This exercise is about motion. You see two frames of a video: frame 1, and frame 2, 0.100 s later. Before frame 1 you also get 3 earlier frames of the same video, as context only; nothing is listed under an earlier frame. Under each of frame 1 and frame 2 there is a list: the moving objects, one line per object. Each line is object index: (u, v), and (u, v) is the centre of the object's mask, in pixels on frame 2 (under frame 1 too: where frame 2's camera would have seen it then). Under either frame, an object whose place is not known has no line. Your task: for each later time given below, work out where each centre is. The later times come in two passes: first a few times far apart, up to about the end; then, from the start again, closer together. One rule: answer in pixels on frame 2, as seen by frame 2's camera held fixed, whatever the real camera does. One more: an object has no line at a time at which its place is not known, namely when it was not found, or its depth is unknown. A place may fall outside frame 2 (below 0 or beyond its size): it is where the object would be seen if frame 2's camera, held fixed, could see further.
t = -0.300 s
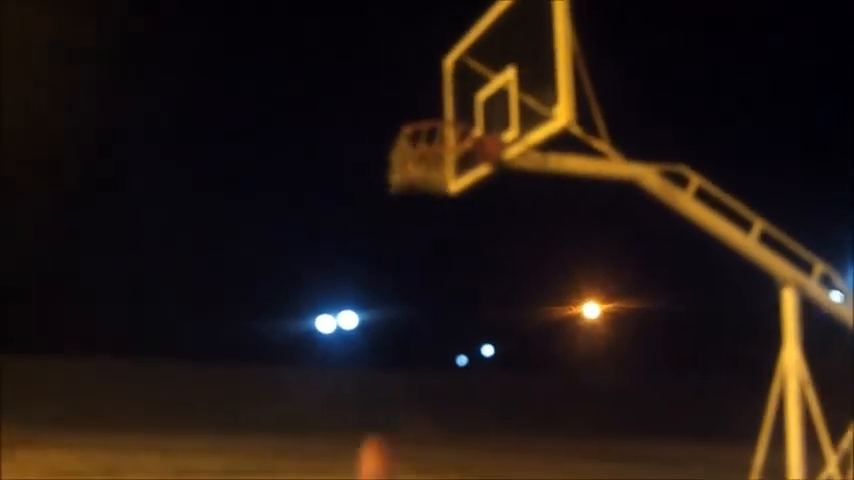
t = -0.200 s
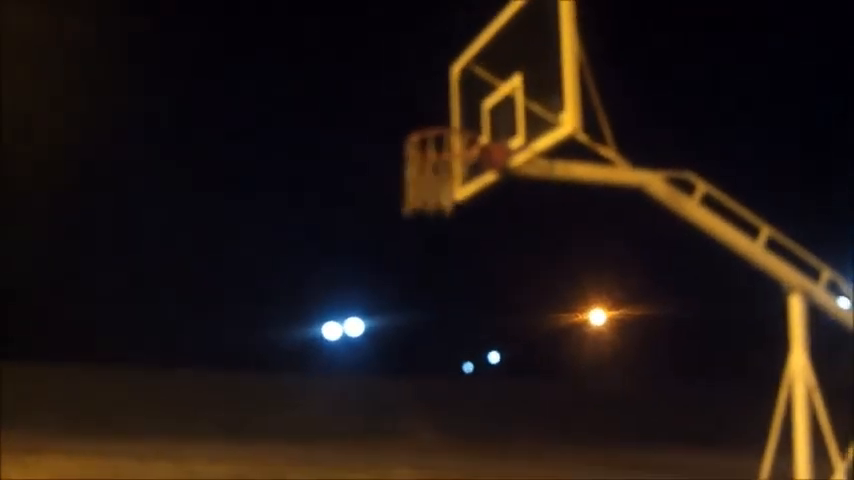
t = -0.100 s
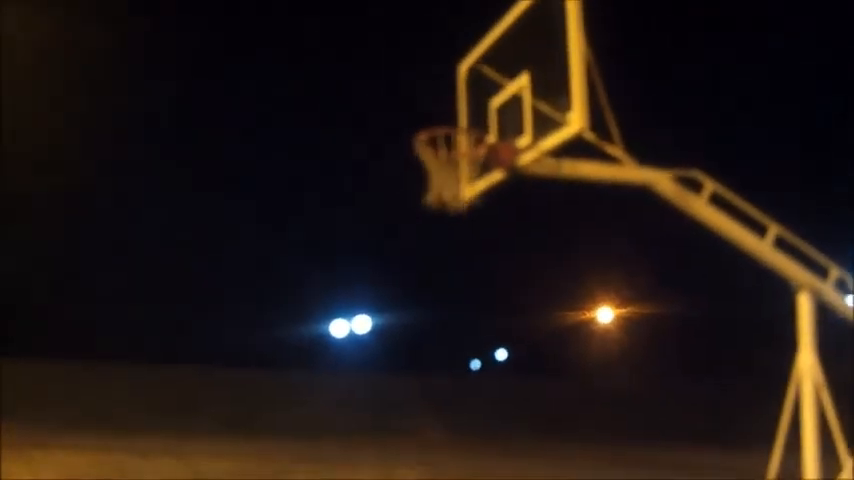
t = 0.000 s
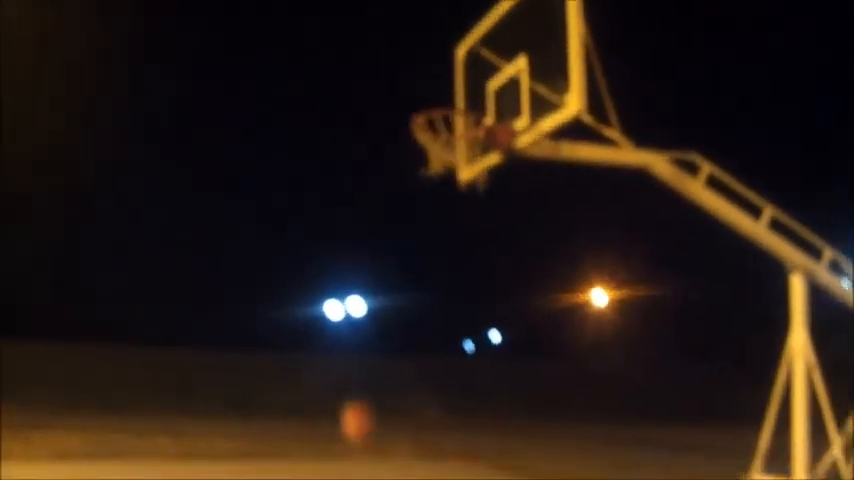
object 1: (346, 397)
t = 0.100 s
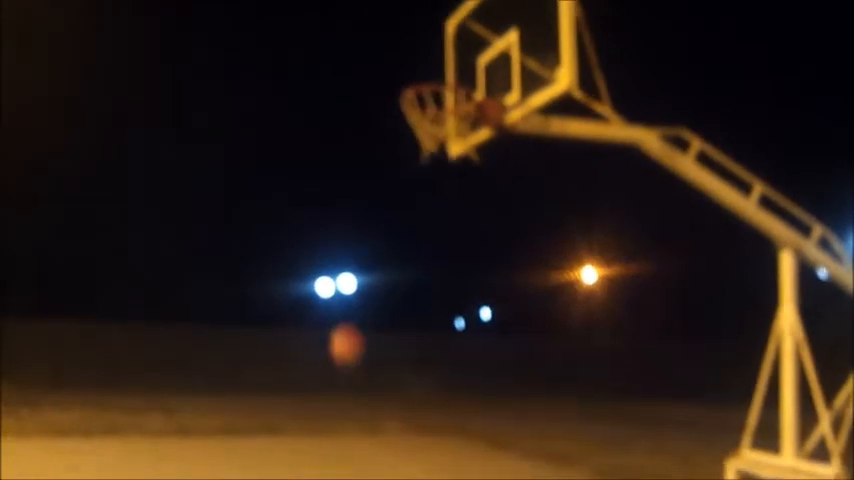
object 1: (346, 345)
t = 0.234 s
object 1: (344, 299)
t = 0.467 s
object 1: (330, 261)
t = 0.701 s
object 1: (312, 312)
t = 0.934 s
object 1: (292, 436)
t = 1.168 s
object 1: (273, 408)
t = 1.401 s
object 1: (267, 361)
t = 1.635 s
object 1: (254, 385)
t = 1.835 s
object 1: (243, 466)
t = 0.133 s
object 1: (345, 330)
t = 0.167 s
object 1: (344, 317)
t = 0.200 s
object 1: (344, 308)
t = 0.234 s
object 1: (344, 299)
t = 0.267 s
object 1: (343, 284)
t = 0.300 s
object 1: (341, 275)
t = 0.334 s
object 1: (337, 267)
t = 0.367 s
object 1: (336, 262)
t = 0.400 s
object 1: (334, 261)
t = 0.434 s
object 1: (332, 260)
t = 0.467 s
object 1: (330, 261)
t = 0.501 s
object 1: (328, 262)
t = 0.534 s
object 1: (325, 265)
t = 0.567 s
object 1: (322, 270)
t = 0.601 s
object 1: (320, 279)
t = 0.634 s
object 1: (318, 287)
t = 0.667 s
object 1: (314, 299)
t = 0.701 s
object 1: (312, 312)
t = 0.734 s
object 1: (311, 322)
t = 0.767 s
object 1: (307, 337)
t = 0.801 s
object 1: (304, 353)
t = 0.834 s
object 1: (301, 373)
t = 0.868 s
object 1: (298, 391)
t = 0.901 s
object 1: (293, 413)
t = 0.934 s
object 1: (292, 436)
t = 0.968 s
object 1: (290, 464)
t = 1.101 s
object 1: (276, 439)
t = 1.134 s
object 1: (274, 423)
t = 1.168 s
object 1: (273, 408)
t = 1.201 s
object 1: (272, 398)
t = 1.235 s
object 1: (272, 388)
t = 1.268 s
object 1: (272, 380)
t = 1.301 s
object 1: (271, 374)
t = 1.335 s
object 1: (270, 368)
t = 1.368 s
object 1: (269, 364)
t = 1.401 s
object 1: (267, 361)
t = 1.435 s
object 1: (266, 361)
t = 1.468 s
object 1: (264, 361)
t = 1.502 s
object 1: (262, 363)
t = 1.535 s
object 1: (260, 367)
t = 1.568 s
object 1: (258, 371)
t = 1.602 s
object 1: (256, 378)
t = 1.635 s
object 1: (254, 385)
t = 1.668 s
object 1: (251, 395)
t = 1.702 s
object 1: (247, 407)
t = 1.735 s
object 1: (245, 420)
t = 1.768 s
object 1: (244, 434)
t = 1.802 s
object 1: (243, 448)
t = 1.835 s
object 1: (243, 466)
